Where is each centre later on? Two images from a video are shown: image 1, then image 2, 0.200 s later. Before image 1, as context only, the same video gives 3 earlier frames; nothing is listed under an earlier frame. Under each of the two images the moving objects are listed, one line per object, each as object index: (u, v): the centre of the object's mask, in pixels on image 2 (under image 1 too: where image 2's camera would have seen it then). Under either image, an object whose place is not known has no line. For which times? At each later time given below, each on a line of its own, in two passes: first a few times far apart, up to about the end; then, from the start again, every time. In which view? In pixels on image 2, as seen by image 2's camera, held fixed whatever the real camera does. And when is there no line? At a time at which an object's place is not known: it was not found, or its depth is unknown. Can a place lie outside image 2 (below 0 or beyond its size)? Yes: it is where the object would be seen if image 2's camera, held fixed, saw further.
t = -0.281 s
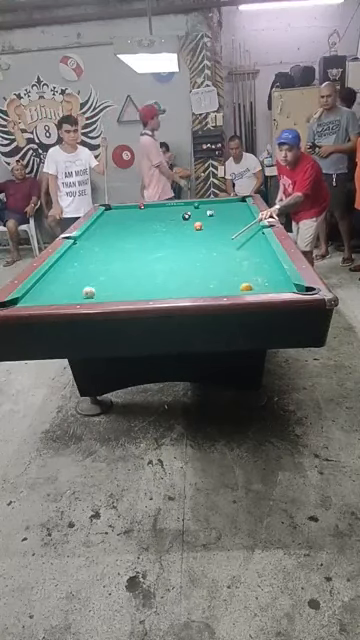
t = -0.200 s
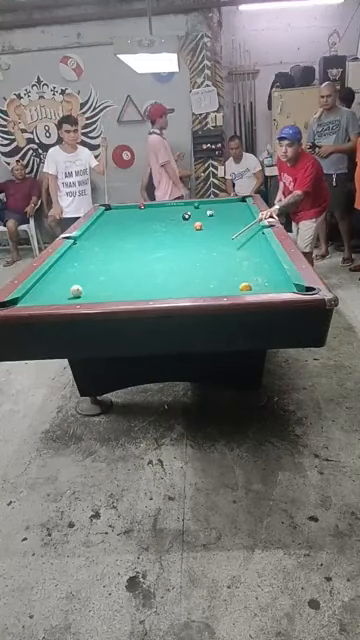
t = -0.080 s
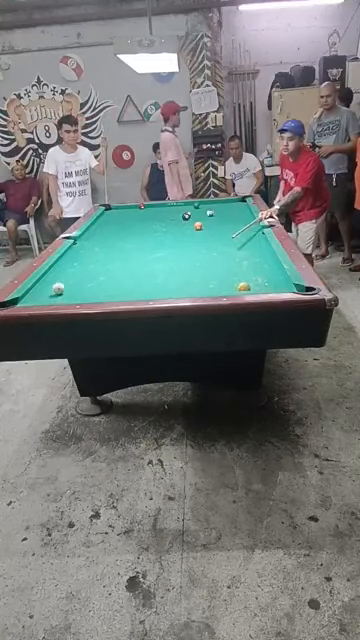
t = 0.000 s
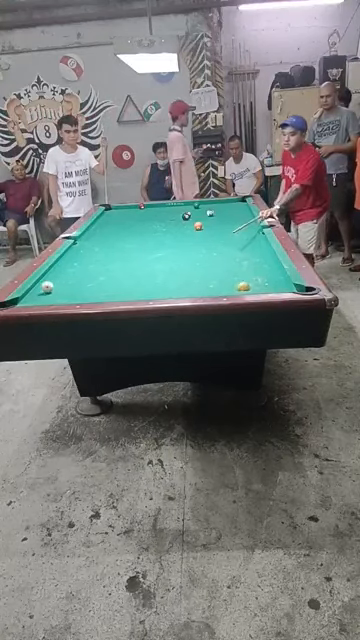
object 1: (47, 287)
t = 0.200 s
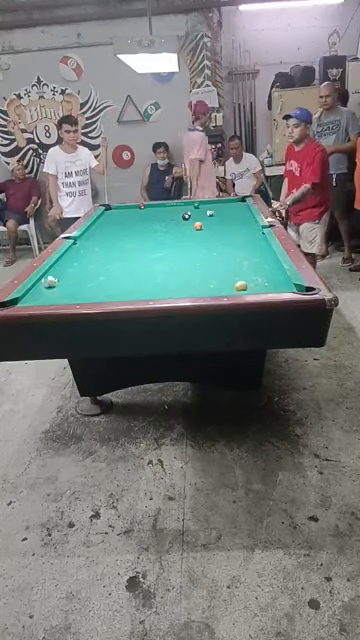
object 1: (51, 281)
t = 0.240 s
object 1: (55, 280)
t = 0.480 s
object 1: (79, 273)
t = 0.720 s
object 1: (101, 266)
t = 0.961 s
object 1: (120, 260)
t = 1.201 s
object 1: (137, 254)
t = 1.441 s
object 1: (153, 249)
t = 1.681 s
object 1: (167, 245)
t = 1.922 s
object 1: (180, 241)
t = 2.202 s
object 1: (193, 236)
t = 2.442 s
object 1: (204, 233)
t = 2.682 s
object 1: (213, 229)
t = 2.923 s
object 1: (222, 227)
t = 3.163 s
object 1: (230, 224)
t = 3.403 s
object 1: (236, 222)
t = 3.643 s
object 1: (243, 219)
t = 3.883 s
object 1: (249, 217)
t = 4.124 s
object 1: (248, 216)
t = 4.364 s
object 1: (245, 216)
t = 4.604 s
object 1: (242, 215)
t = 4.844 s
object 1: (240, 215)
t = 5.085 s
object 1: (239, 215)
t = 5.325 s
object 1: (237, 215)
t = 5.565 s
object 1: (236, 214)
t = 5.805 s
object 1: (236, 214)
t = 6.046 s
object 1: (236, 214)
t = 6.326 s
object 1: (236, 214)
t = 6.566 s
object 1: (236, 214)
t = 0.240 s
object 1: (55, 280)
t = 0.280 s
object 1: (59, 278)
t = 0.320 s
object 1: (63, 277)
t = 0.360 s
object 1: (67, 276)
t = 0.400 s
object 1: (71, 275)
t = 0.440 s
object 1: (75, 274)
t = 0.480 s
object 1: (79, 273)
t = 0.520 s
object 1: (83, 271)
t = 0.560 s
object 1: (86, 270)
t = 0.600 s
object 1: (90, 269)
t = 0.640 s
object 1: (94, 268)
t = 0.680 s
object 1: (97, 267)
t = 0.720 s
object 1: (101, 266)
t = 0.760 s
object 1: (104, 265)
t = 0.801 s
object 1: (107, 264)
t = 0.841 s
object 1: (110, 263)
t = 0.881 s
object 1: (114, 262)
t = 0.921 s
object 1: (117, 261)
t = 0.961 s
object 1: (120, 260)
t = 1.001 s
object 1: (123, 259)
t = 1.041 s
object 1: (126, 258)
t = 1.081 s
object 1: (129, 257)
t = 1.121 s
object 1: (132, 256)
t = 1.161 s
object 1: (134, 255)
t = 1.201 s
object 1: (137, 254)
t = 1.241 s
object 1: (140, 253)
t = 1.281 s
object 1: (143, 253)
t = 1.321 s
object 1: (145, 252)
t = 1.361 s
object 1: (148, 251)
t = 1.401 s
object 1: (150, 250)
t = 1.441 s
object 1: (153, 249)
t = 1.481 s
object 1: (155, 248)
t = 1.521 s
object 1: (158, 248)
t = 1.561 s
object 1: (160, 247)
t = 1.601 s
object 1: (162, 246)
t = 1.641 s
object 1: (165, 246)
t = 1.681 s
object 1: (167, 245)
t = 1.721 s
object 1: (169, 244)
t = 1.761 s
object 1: (171, 243)
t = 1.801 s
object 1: (174, 243)
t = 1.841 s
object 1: (176, 242)
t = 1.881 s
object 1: (178, 242)
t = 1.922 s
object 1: (180, 241)
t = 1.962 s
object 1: (182, 240)
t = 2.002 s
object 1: (184, 240)
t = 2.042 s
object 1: (186, 239)
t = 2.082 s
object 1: (188, 238)
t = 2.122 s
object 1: (189, 238)
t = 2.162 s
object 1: (192, 237)
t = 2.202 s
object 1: (193, 236)
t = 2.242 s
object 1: (195, 235)
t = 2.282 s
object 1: (197, 235)
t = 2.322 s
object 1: (198, 234)
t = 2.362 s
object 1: (200, 234)
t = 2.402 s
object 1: (202, 233)
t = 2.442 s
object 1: (204, 233)
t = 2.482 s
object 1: (205, 232)
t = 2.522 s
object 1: (207, 231)
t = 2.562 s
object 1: (209, 231)
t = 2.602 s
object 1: (210, 230)
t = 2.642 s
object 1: (212, 230)
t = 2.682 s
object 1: (213, 229)
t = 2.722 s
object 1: (215, 229)
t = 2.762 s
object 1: (216, 228)
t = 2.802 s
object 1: (218, 228)
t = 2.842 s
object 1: (219, 228)
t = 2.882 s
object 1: (221, 227)
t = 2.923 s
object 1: (222, 227)
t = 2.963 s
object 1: (223, 226)
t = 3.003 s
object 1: (224, 226)
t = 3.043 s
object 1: (226, 225)
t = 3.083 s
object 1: (227, 225)
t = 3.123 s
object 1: (229, 224)
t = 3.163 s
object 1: (230, 224)
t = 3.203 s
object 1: (231, 224)
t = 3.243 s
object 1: (232, 223)
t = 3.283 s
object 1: (233, 223)
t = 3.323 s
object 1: (234, 222)
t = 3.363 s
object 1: (236, 222)
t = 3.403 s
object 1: (236, 222)
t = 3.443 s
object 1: (238, 221)
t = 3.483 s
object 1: (239, 221)
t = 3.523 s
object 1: (240, 220)
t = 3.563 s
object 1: (241, 220)
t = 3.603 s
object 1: (242, 220)
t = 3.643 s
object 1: (243, 219)
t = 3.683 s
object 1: (244, 219)
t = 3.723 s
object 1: (245, 219)
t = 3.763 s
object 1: (246, 218)
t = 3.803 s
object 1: (247, 218)
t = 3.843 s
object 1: (248, 218)
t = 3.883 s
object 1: (249, 217)
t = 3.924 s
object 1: (250, 217)
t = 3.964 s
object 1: (251, 217)
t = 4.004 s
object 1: (250, 217)
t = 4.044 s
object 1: (250, 216)
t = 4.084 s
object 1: (249, 216)
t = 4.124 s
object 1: (248, 216)
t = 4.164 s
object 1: (248, 216)
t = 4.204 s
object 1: (247, 216)
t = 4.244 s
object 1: (247, 216)
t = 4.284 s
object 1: (246, 216)
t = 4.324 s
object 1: (246, 216)
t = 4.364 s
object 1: (245, 216)
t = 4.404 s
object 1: (244, 216)
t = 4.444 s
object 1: (244, 216)
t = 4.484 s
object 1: (244, 216)
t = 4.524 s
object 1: (243, 216)
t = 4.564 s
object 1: (243, 216)
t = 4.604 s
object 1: (242, 215)
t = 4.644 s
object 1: (242, 215)
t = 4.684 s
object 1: (241, 215)
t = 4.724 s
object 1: (241, 215)
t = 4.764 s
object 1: (241, 215)
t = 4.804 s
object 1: (240, 215)
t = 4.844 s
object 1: (240, 215)
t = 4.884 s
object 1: (240, 215)
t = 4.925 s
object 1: (240, 215)
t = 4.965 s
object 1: (240, 215)
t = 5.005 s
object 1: (239, 215)
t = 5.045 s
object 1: (239, 215)
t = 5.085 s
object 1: (239, 215)
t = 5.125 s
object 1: (239, 215)
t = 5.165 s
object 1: (238, 215)
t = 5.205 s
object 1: (238, 215)
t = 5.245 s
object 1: (238, 215)
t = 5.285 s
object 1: (237, 214)
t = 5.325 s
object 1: (237, 215)
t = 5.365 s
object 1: (237, 214)
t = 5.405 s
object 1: (237, 215)
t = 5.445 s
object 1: (237, 215)
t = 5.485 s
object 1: (237, 215)
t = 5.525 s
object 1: (237, 215)
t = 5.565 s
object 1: (236, 214)
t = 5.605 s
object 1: (236, 214)
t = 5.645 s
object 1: (236, 214)
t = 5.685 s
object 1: (236, 214)
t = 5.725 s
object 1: (236, 214)
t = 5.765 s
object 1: (236, 214)
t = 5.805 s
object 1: (236, 214)
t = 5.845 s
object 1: (236, 214)
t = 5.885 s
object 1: (236, 214)
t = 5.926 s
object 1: (236, 214)
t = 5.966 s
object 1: (236, 214)
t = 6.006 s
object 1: (236, 214)
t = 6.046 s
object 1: (236, 214)
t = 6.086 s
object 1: (236, 214)
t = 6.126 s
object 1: (236, 214)
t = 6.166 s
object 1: (236, 214)
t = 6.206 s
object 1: (236, 214)
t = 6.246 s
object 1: (236, 214)
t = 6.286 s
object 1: (236, 214)
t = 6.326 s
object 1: (236, 214)
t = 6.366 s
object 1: (236, 214)
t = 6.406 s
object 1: (236, 214)
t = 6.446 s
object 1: (236, 214)
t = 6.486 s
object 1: (236, 214)
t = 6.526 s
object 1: (236, 214)
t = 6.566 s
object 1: (236, 214)
